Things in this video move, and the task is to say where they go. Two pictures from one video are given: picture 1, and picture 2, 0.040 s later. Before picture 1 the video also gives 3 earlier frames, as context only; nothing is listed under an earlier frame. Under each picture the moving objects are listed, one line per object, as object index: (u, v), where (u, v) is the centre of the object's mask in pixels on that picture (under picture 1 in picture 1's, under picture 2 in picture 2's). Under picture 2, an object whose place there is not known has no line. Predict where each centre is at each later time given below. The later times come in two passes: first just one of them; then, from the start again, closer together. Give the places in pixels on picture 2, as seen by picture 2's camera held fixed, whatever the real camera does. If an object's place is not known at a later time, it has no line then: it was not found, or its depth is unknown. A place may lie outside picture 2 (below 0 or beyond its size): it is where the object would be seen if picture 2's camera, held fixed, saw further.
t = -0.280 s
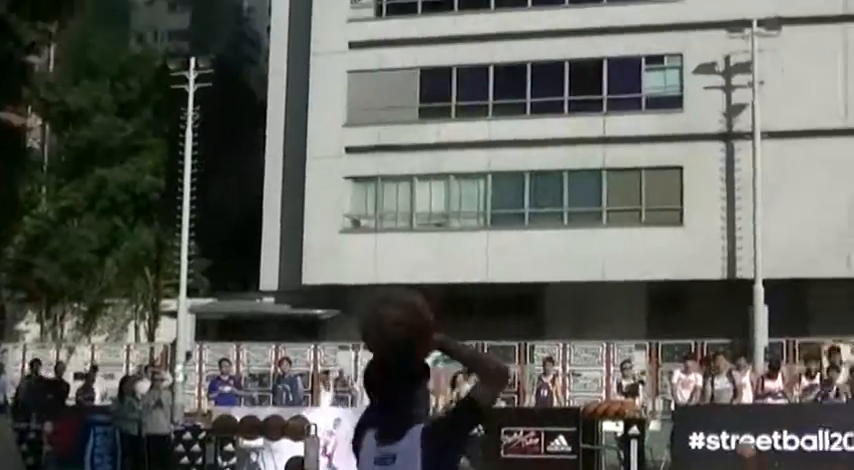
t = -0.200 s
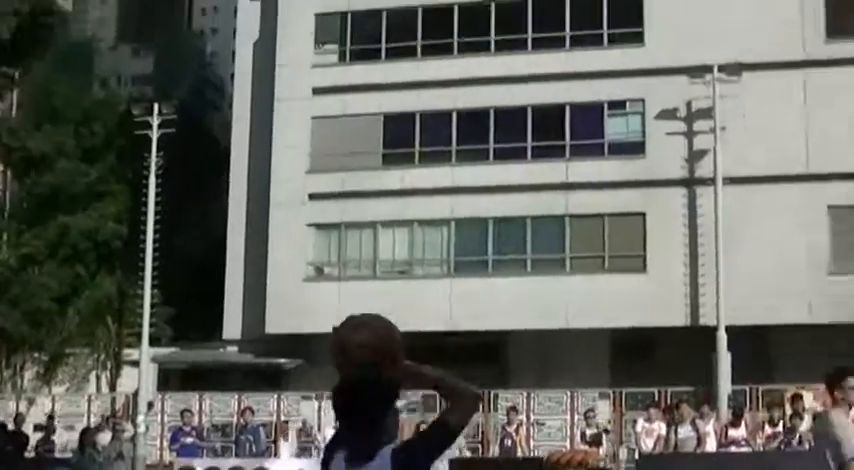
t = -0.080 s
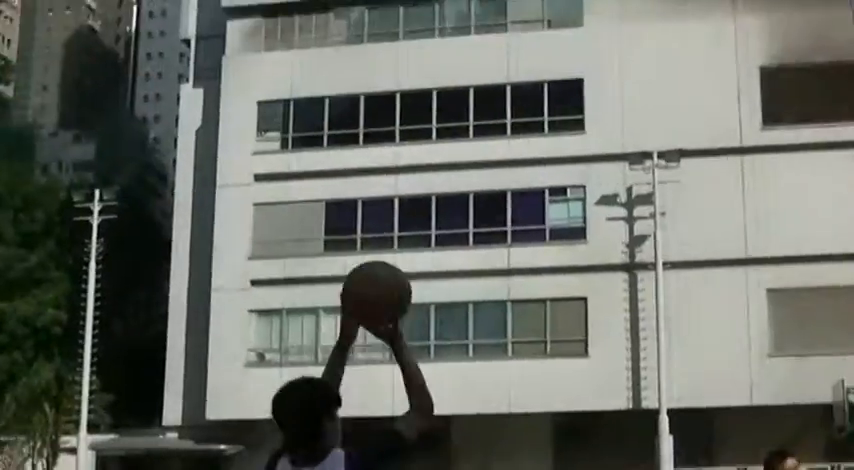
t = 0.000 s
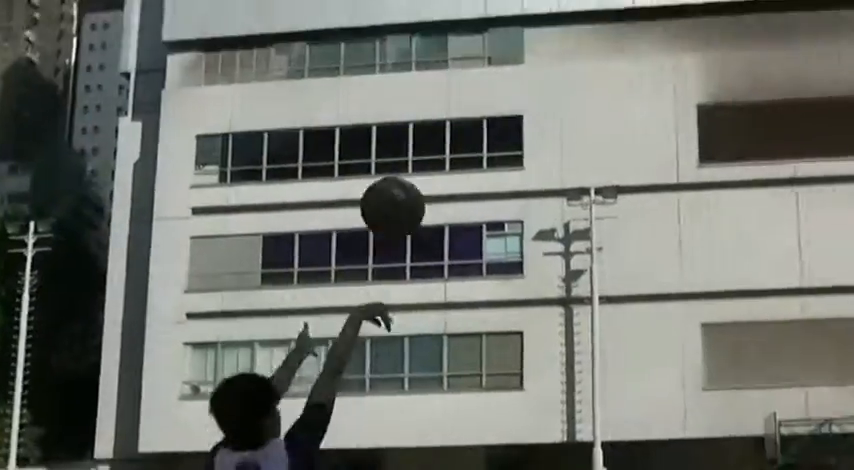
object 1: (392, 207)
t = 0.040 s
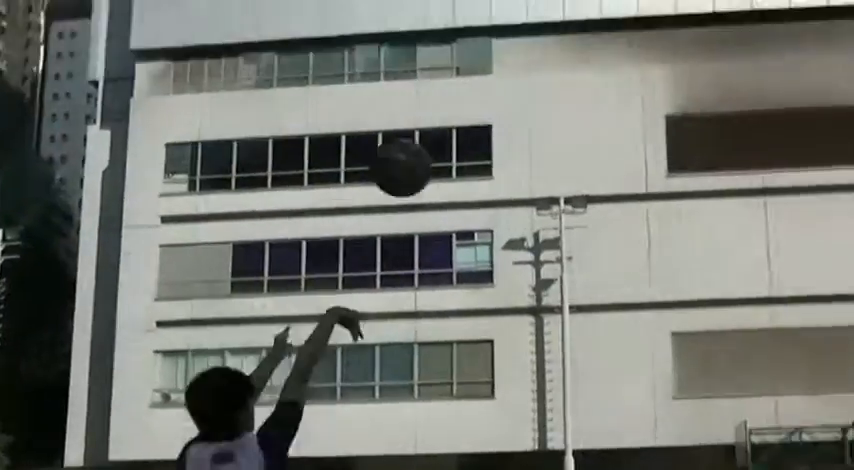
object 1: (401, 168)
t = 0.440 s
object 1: (665, -27)
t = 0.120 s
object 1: (476, 91)
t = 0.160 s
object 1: (502, 64)
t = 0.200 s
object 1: (529, 39)
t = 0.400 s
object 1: (645, -25)
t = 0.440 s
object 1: (665, -27)
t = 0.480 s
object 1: (682, -27)
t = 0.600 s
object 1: (734, -10)
